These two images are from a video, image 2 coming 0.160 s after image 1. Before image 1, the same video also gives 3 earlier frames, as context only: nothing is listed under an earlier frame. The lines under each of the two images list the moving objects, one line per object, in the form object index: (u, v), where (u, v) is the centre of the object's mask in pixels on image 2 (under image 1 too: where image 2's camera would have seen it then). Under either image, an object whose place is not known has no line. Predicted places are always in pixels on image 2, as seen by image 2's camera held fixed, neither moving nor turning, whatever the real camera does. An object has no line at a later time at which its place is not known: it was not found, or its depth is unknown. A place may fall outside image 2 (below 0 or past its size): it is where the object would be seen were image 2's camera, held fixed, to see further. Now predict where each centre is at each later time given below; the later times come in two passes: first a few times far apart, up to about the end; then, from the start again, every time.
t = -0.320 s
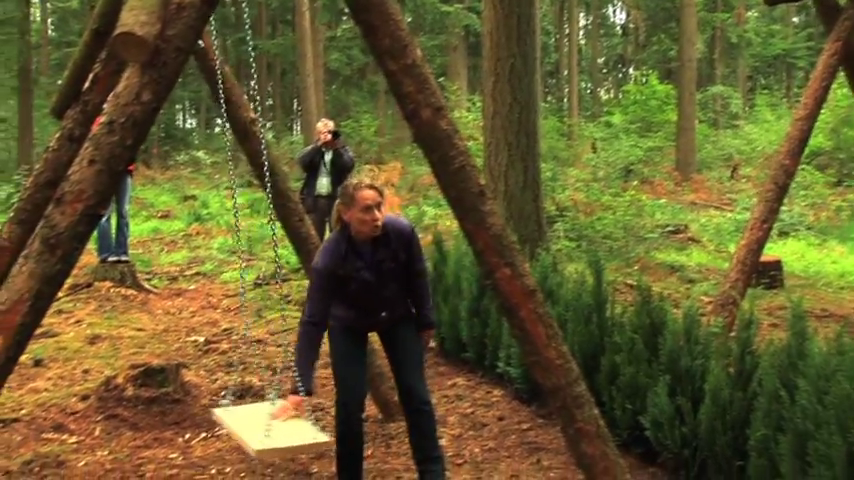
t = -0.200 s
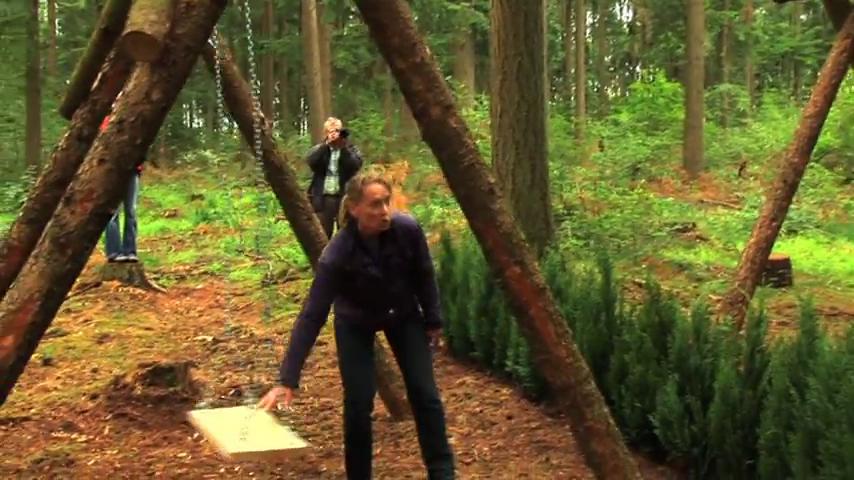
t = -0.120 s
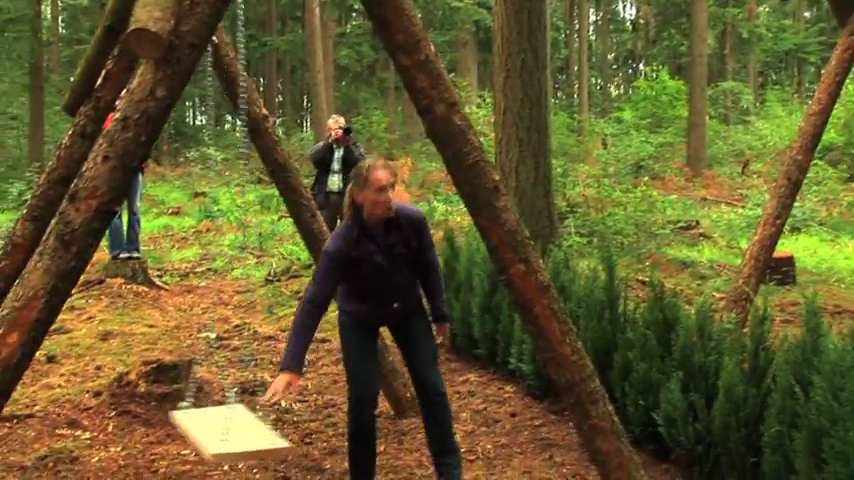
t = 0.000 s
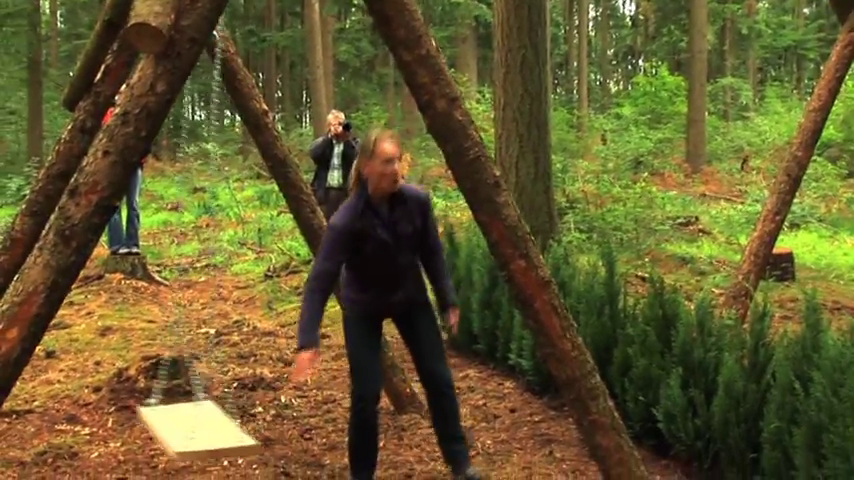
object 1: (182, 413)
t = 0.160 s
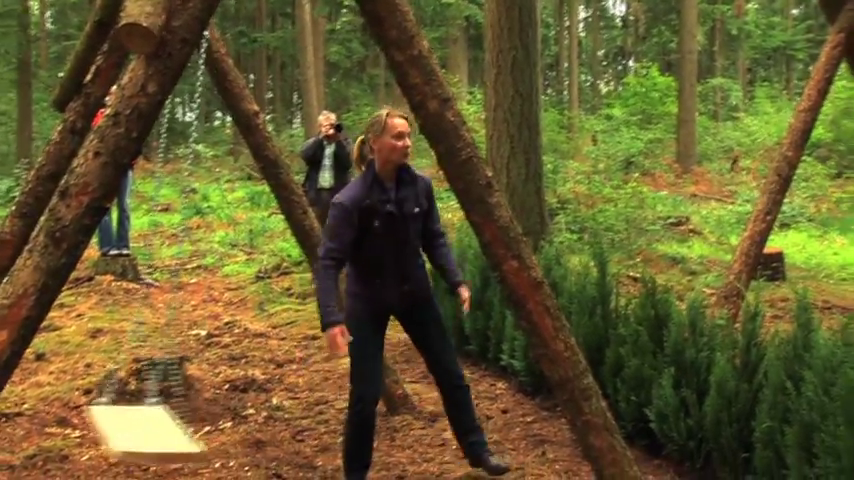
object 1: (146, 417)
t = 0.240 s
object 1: (132, 402)
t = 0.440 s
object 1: (100, 397)
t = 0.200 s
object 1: (141, 405)
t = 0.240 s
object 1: (132, 402)
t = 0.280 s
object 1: (124, 405)
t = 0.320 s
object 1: (118, 401)
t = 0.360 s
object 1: (109, 395)
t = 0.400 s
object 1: (99, 404)
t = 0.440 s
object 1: (100, 397)
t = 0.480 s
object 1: (96, 397)
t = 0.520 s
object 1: (95, 395)
